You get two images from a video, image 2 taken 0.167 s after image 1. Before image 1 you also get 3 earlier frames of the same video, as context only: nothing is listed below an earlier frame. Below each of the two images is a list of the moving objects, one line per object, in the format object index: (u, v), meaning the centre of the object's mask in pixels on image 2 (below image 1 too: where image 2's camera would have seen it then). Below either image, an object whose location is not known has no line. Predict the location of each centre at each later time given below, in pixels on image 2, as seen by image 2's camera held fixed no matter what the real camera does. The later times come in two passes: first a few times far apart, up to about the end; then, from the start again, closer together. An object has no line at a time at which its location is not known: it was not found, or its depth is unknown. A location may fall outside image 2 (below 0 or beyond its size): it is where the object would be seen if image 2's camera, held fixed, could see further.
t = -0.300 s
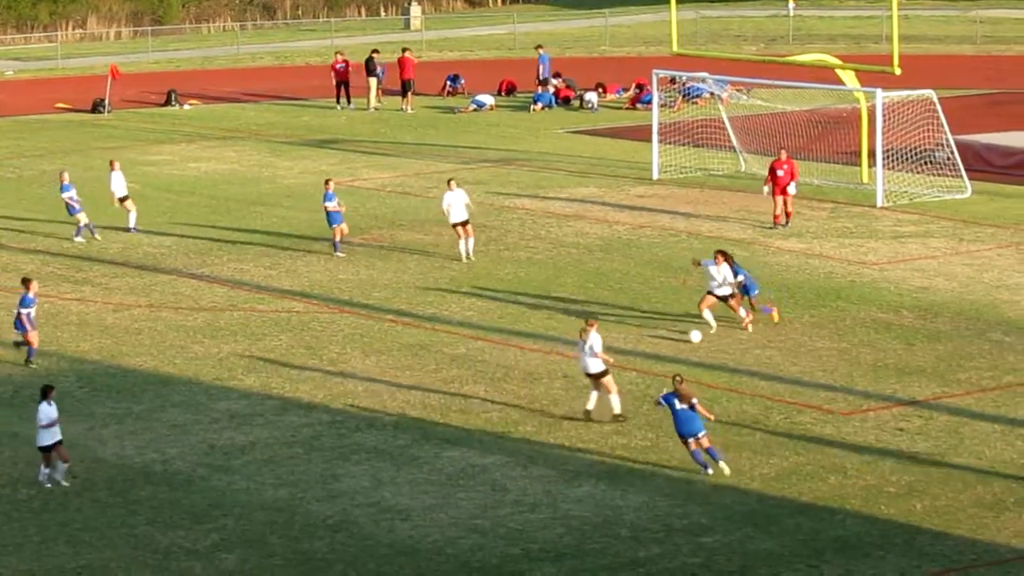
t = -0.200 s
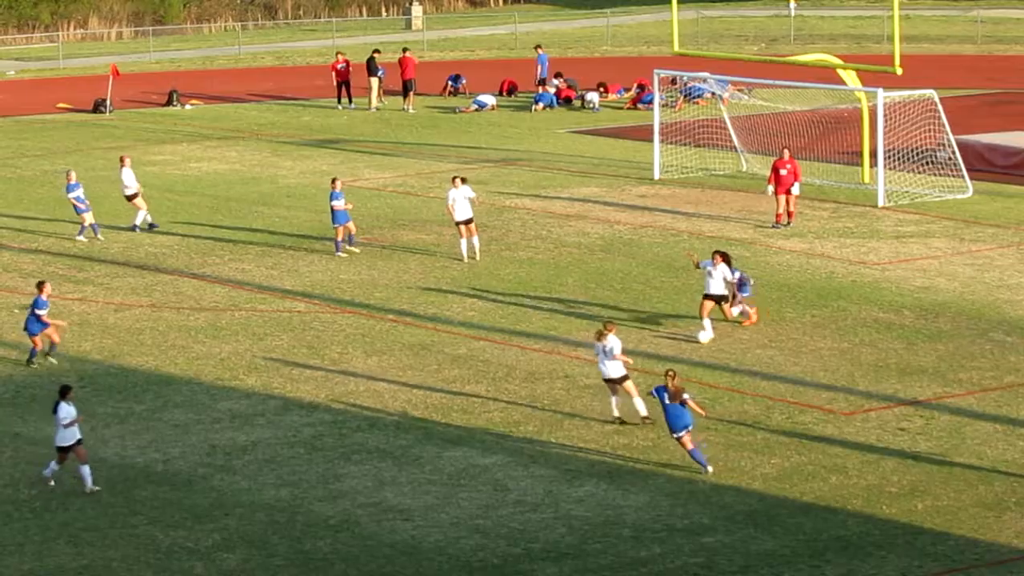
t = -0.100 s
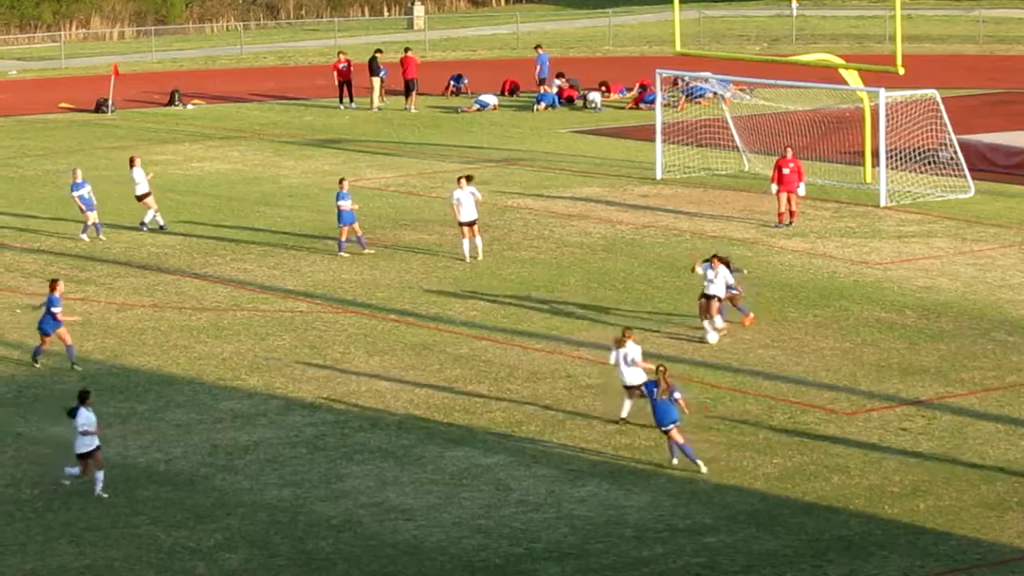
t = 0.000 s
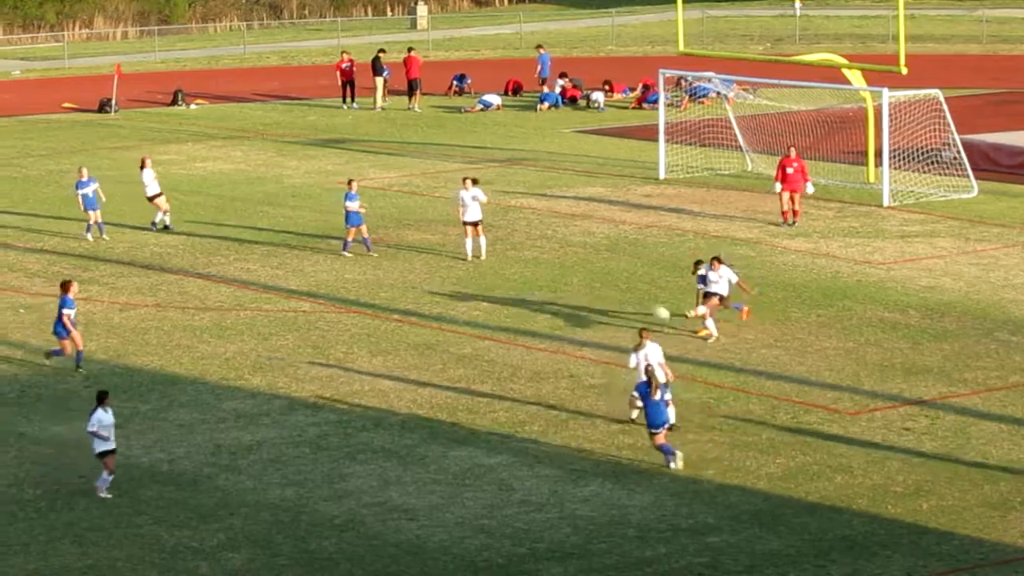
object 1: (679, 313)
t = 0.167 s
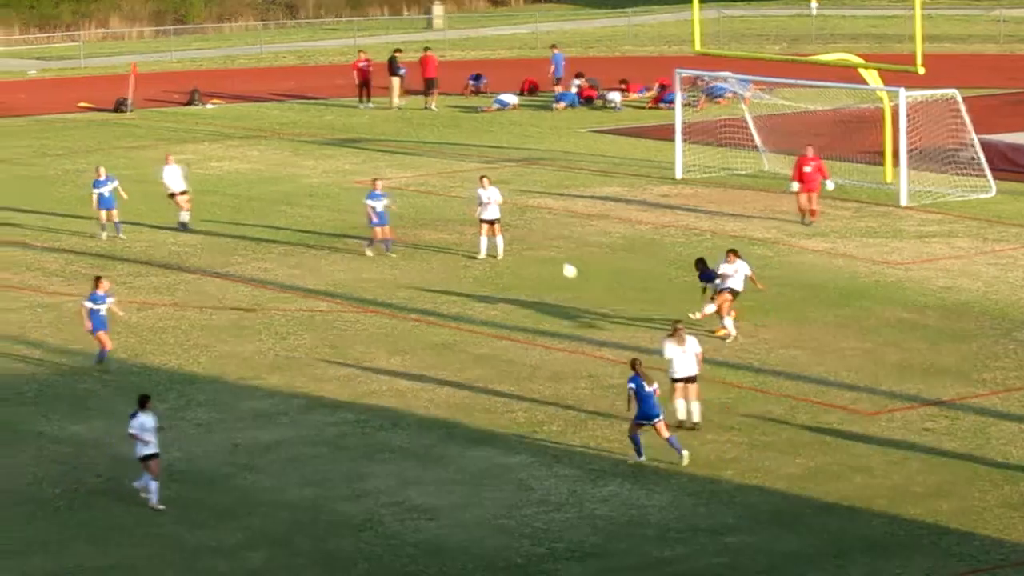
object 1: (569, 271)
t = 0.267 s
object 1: (505, 251)
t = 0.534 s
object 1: (328, 218)
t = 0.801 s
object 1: (137, 218)
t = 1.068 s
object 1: (-71, 256)
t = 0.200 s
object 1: (548, 264)
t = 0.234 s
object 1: (526, 257)
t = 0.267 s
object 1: (505, 251)
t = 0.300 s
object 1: (483, 245)
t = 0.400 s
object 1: (417, 230)
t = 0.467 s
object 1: (373, 224)
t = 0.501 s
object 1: (351, 220)
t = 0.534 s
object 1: (328, 218)
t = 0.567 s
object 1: (305, 216)
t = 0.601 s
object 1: (282, 214)
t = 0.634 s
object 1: (258, 214)
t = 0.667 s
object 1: (235, 214)
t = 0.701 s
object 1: (211, 214)
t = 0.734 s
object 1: (186, 215)
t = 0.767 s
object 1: (162, 216)
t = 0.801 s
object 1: (137, 218)
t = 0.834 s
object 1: (112, 221)
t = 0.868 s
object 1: (88, 224)
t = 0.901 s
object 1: (61, 228)
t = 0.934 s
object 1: (36, 232)
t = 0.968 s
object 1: (10, 237)
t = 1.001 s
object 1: (-16, 242)
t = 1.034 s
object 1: (-44, 249)
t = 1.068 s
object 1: (-71, 256)
